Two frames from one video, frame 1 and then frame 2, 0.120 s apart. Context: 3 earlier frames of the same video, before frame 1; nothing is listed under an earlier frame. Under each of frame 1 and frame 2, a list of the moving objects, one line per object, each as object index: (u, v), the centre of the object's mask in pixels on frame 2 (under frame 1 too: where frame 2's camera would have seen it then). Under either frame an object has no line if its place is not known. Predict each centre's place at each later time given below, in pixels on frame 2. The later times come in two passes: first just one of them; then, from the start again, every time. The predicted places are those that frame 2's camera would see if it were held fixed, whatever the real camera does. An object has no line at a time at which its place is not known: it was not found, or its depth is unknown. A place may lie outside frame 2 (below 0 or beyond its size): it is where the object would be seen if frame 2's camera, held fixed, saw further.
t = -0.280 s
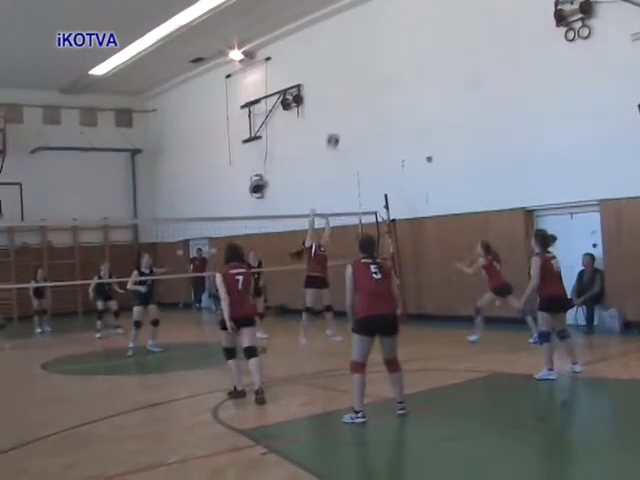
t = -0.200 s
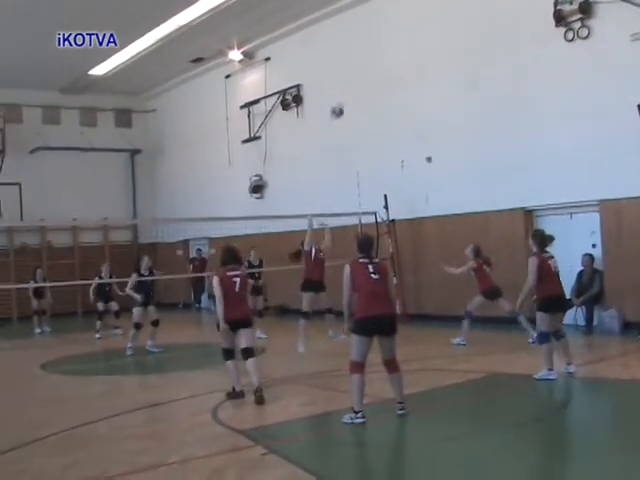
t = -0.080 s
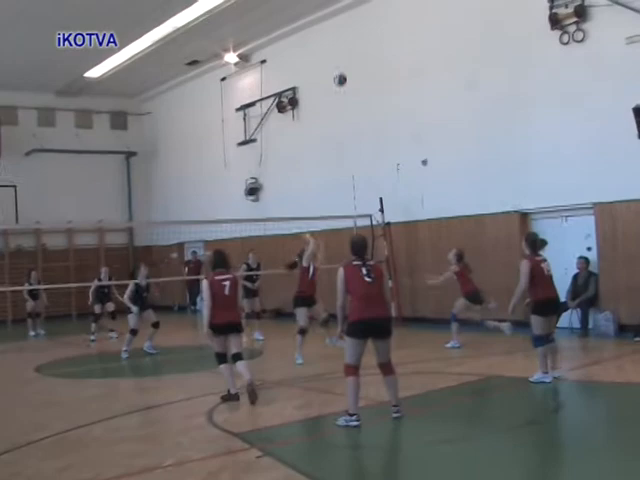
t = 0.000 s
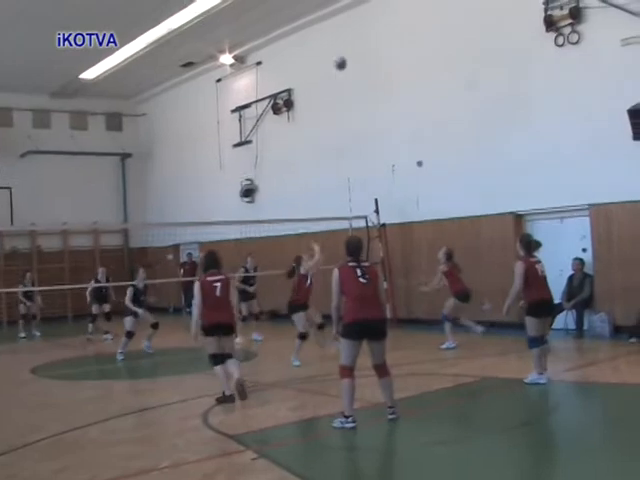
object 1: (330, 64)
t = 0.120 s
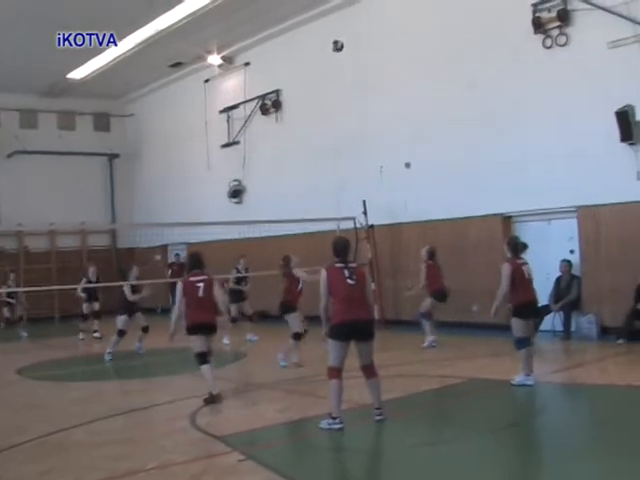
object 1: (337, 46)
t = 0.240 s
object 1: (343, 35)
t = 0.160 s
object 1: (339, 41)
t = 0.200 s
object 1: (341, 38)
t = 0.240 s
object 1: (343, 35)
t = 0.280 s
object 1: (346, 34)
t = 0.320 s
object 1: (348, 33)
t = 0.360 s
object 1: (350, 34)
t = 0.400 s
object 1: (352, 35)
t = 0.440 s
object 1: (355, 38)
